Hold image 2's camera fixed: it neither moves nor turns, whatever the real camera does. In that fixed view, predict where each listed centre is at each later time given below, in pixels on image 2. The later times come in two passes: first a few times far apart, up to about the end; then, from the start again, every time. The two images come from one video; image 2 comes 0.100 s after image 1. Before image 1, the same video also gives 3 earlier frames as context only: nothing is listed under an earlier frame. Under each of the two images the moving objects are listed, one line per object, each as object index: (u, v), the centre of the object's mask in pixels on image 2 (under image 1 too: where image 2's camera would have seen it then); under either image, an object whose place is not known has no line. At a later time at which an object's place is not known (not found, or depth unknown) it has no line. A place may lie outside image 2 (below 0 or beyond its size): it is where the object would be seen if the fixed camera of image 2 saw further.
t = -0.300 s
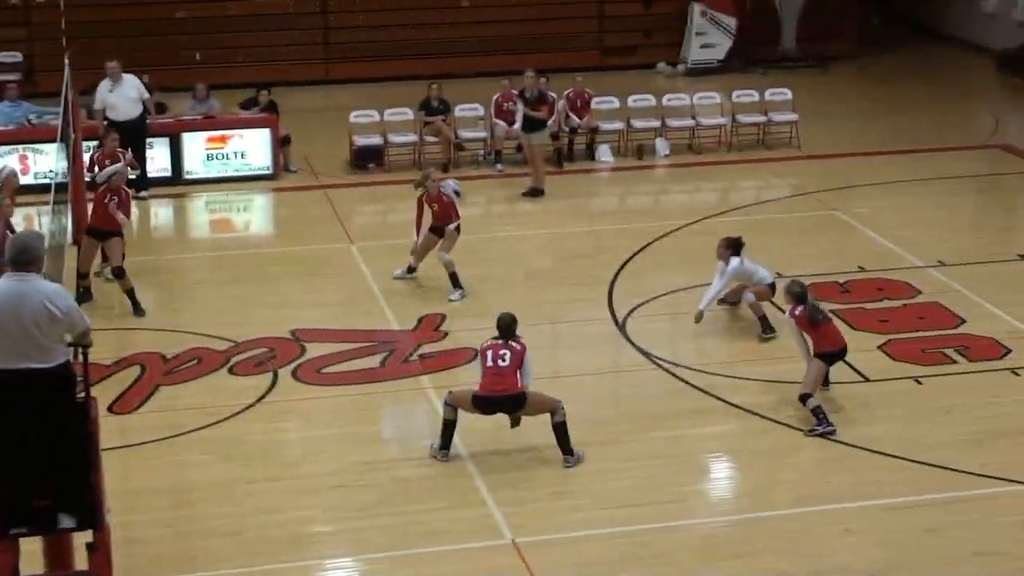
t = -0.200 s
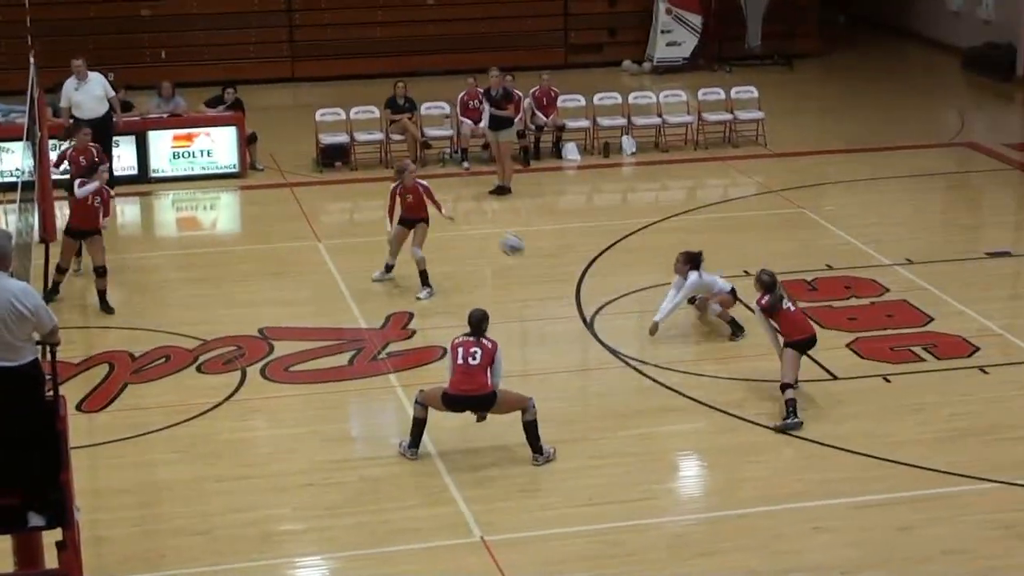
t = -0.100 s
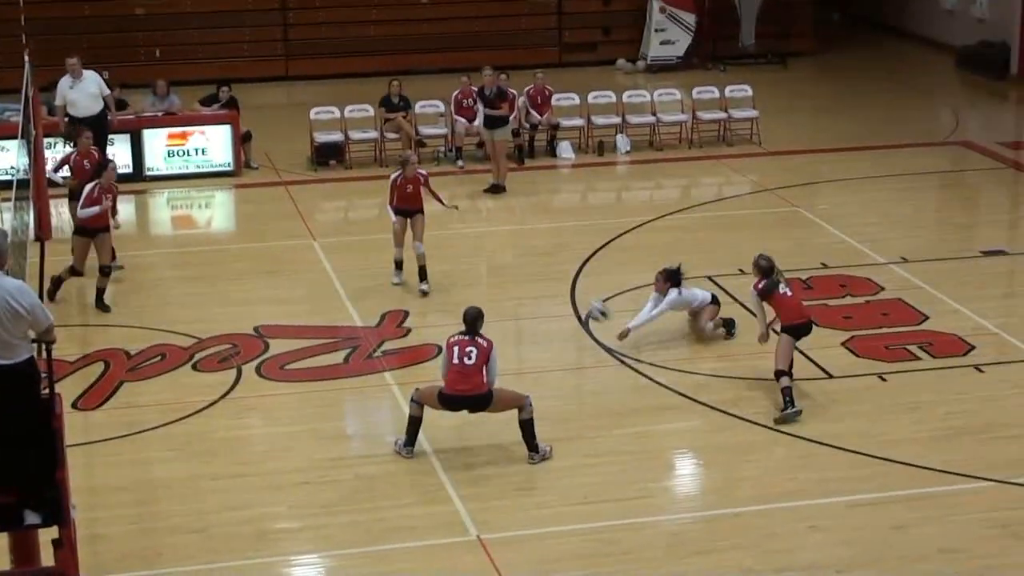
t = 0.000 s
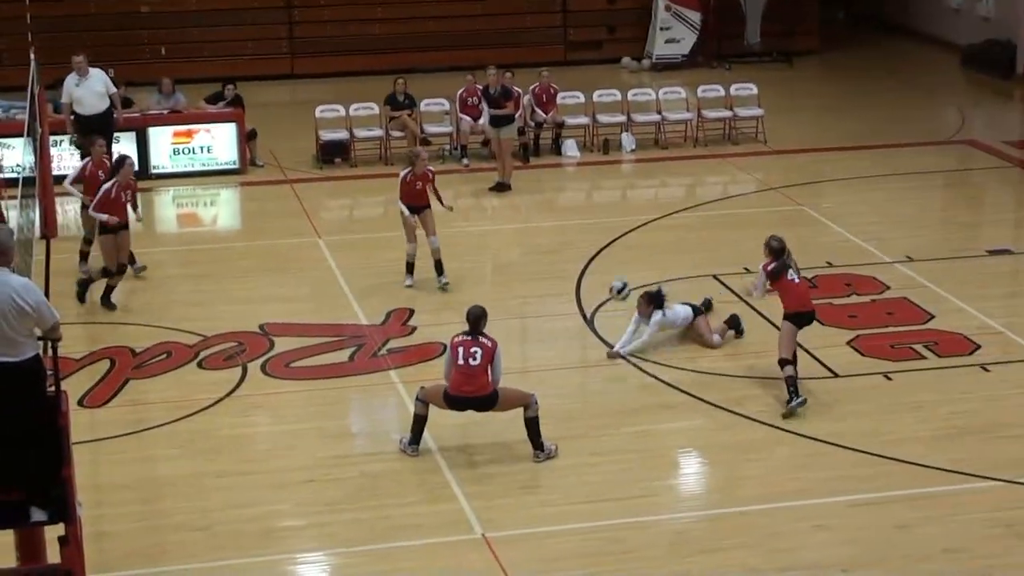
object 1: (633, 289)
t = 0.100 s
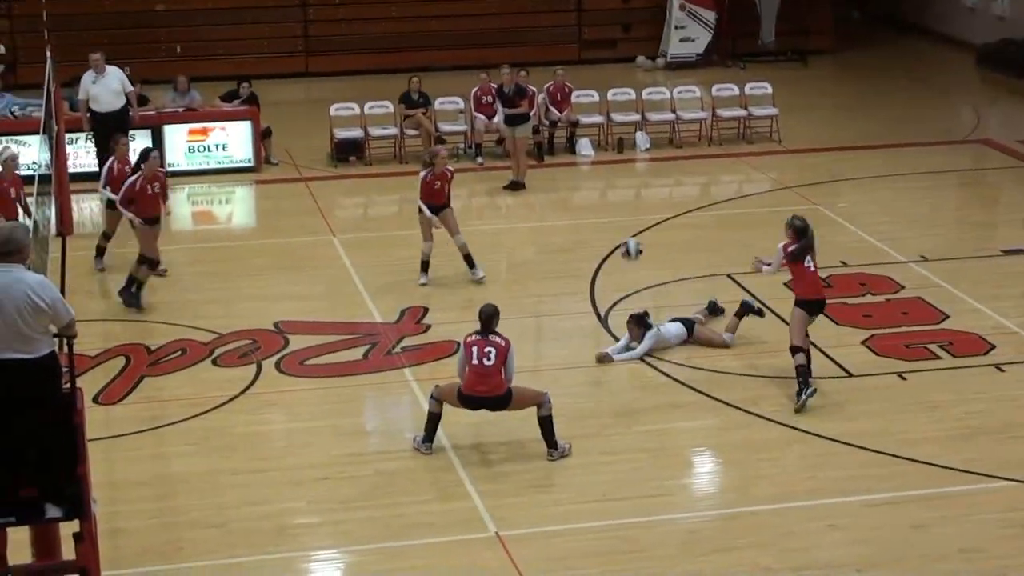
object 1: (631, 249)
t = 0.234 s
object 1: (630, 208)
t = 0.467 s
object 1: (632, 181)
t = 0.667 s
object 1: (634, 206)
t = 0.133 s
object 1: (631, 237)
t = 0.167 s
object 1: (631, 226)
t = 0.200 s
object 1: (630, 217)
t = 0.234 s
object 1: (630, 208)
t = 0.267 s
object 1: (631, 201)
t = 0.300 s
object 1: (631, 194)
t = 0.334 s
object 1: (631, 189)
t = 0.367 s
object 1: (632, 185)
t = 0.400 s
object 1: (632, 182)
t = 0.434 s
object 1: (633, 181)
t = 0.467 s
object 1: (632, 181)
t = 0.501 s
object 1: (632, 181)
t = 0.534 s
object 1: (633, 182)
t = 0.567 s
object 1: (632, 186)
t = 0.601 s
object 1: (633, 191)
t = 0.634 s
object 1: (633, 198)
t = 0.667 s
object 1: (634, 206)
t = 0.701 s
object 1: (634, 215)
